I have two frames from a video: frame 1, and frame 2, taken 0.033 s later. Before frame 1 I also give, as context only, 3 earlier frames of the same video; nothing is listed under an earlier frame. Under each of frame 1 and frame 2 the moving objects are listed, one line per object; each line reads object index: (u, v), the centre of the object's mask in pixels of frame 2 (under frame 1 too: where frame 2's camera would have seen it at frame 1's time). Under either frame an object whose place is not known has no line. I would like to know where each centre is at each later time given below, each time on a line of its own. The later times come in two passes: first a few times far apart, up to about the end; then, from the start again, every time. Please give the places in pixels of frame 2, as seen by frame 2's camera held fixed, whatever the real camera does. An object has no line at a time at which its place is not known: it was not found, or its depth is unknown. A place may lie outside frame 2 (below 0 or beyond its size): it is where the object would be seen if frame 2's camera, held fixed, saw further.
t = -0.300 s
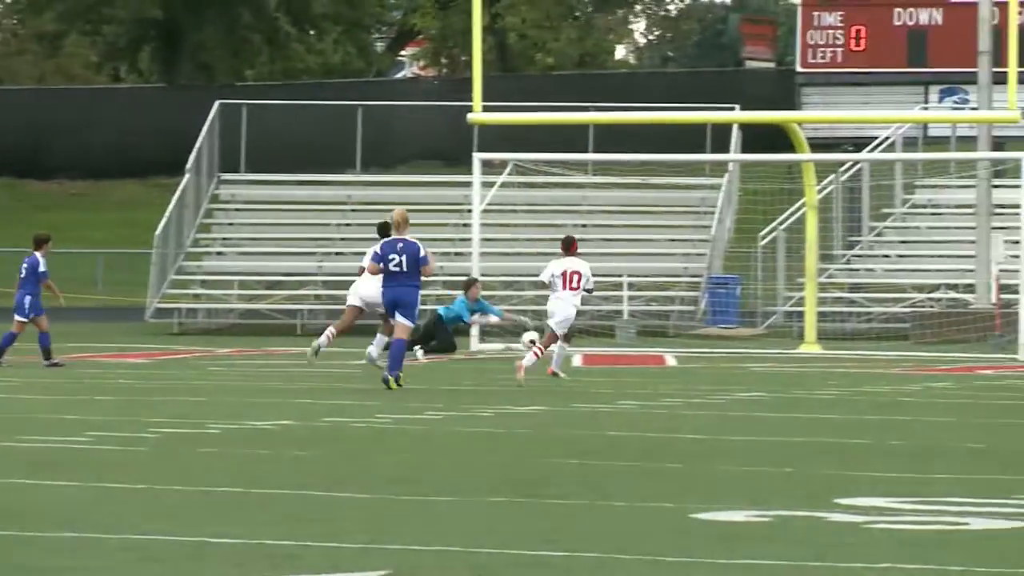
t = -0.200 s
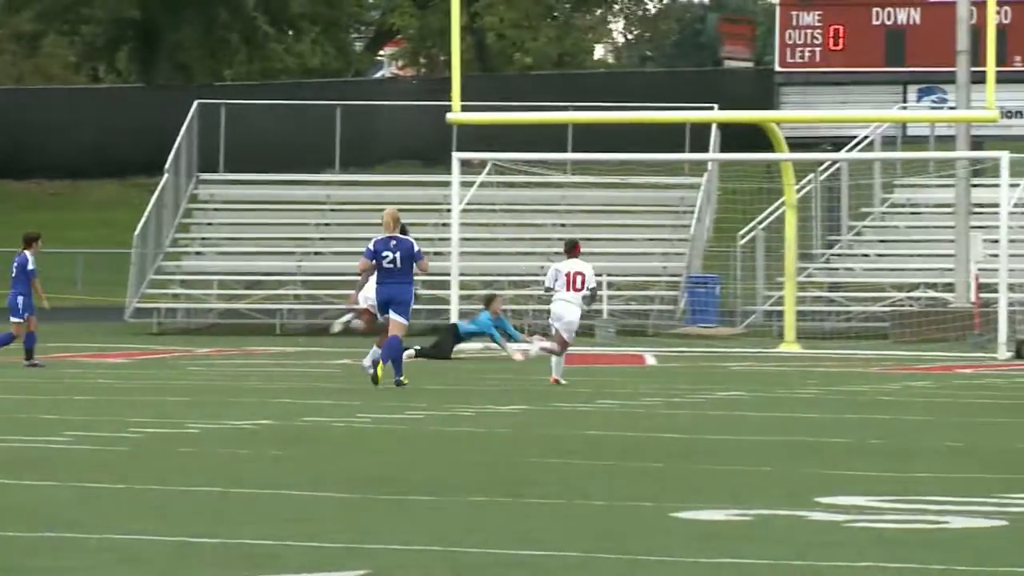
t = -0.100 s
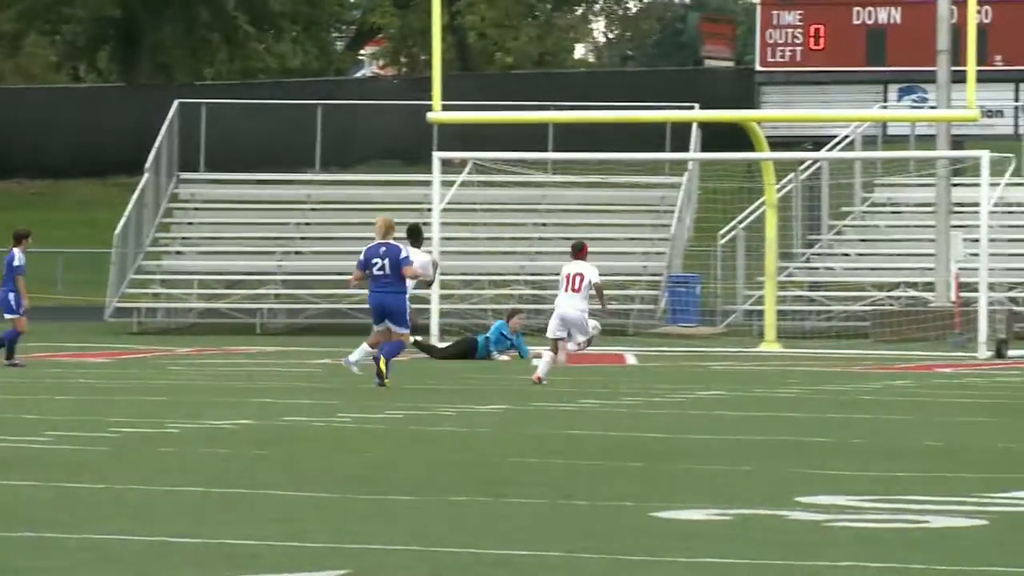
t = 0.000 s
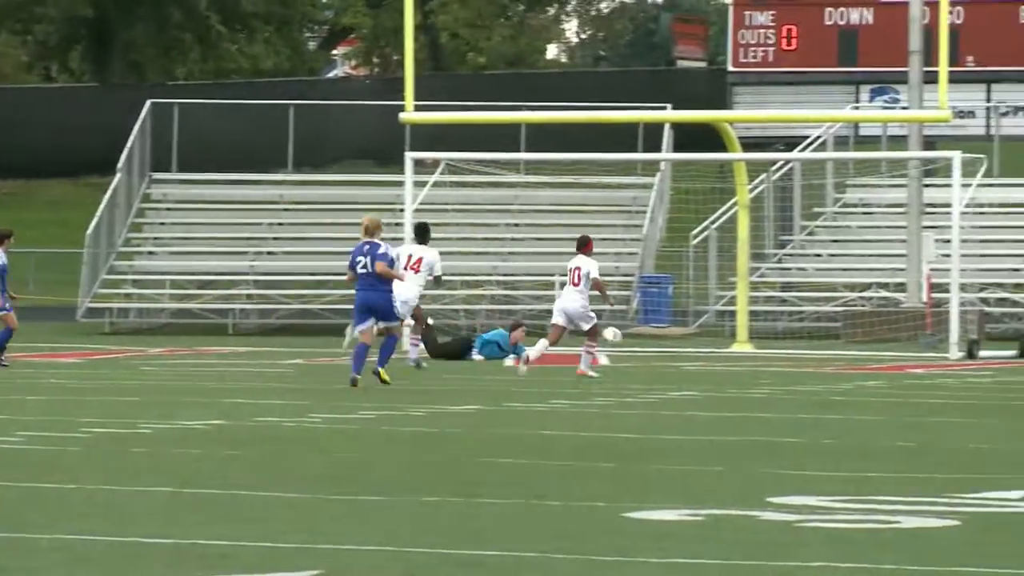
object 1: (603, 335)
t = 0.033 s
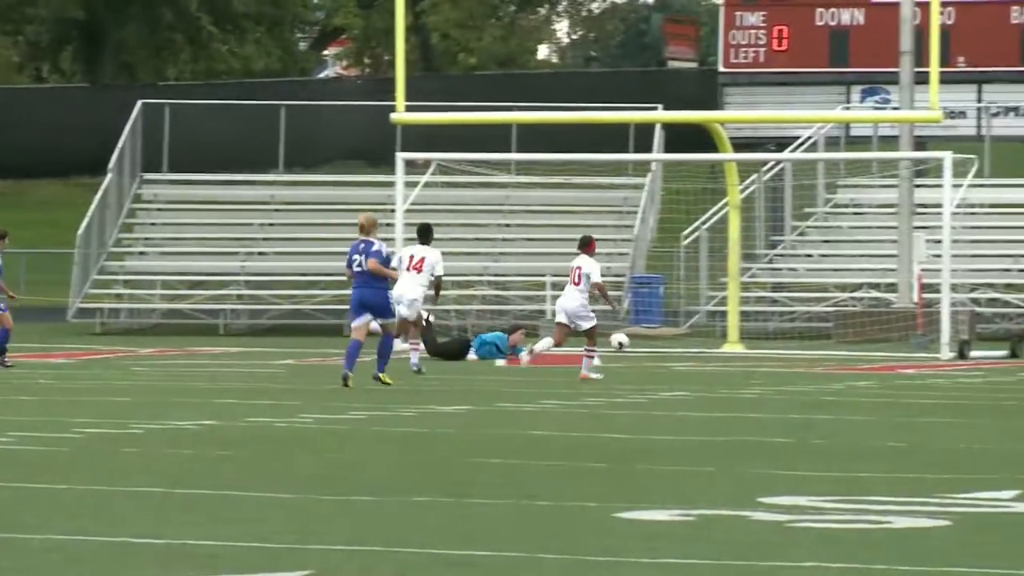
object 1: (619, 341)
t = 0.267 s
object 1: (731, 337)
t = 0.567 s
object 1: (872, 349)
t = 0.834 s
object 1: (997, 350)
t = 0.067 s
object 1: (635, 346)
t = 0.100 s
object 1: (650, 350)
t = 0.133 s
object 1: (667, 347)
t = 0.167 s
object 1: (683, 343)
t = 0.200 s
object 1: (699, 340)
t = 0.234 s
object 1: (716, 338)
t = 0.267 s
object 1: (731, 337)
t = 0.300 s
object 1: (747, 337)
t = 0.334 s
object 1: (763, 337)
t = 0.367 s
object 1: (778, 339)
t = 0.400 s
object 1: (794, 343)
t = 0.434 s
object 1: (809, 346)
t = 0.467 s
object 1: (825, 351)
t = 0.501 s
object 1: (841, 352)
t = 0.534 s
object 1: (857, 350)
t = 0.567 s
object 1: (872, 349)
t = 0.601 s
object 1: (888, 348)
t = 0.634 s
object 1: (903, 349)
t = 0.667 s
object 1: (919, 350)
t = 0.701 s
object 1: (935, 352)
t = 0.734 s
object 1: (950, 352)
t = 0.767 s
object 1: (966, 351)
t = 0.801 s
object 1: (981, 350)
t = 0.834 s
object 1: (997, 350)
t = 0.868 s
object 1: (1012, 351)
